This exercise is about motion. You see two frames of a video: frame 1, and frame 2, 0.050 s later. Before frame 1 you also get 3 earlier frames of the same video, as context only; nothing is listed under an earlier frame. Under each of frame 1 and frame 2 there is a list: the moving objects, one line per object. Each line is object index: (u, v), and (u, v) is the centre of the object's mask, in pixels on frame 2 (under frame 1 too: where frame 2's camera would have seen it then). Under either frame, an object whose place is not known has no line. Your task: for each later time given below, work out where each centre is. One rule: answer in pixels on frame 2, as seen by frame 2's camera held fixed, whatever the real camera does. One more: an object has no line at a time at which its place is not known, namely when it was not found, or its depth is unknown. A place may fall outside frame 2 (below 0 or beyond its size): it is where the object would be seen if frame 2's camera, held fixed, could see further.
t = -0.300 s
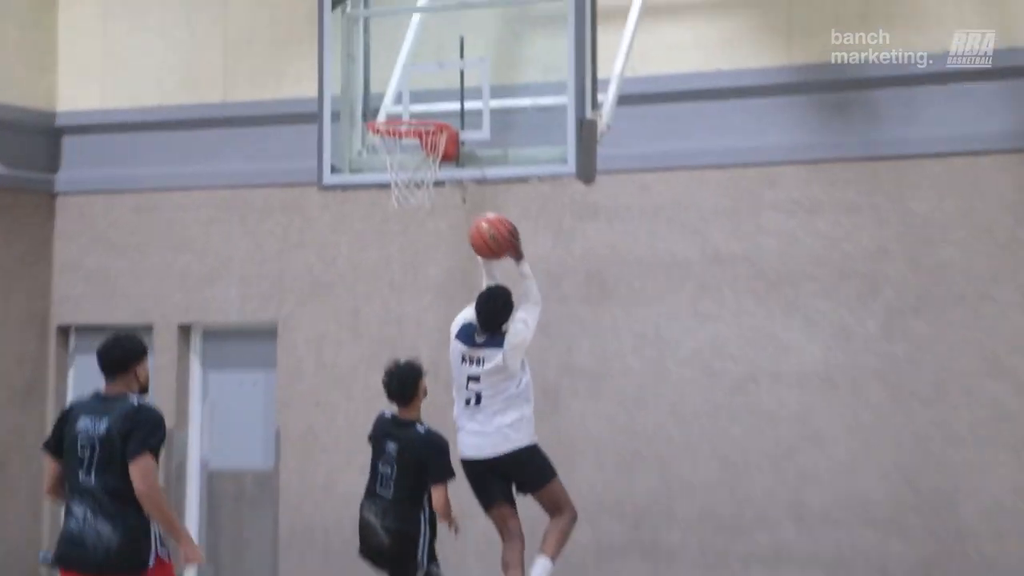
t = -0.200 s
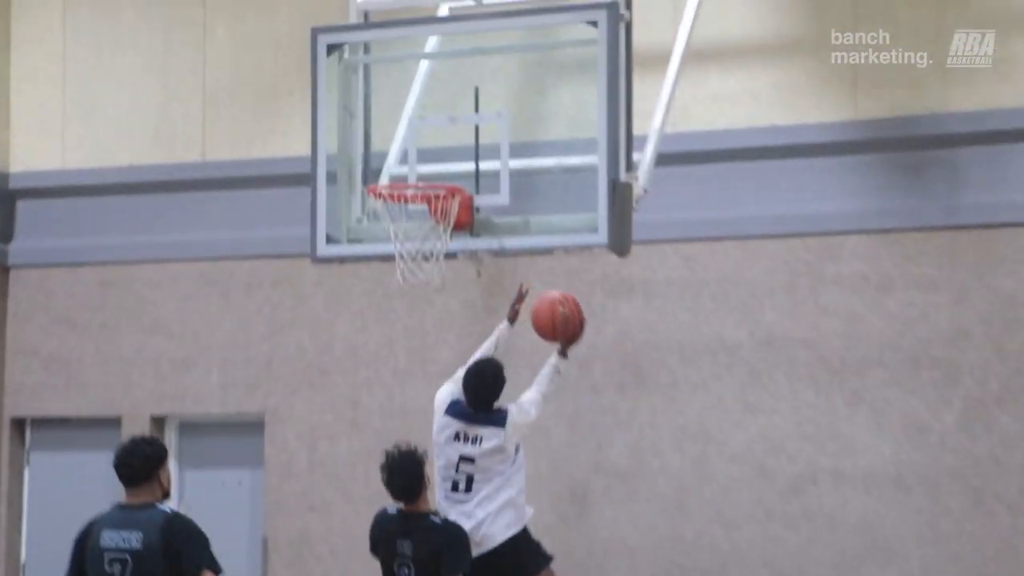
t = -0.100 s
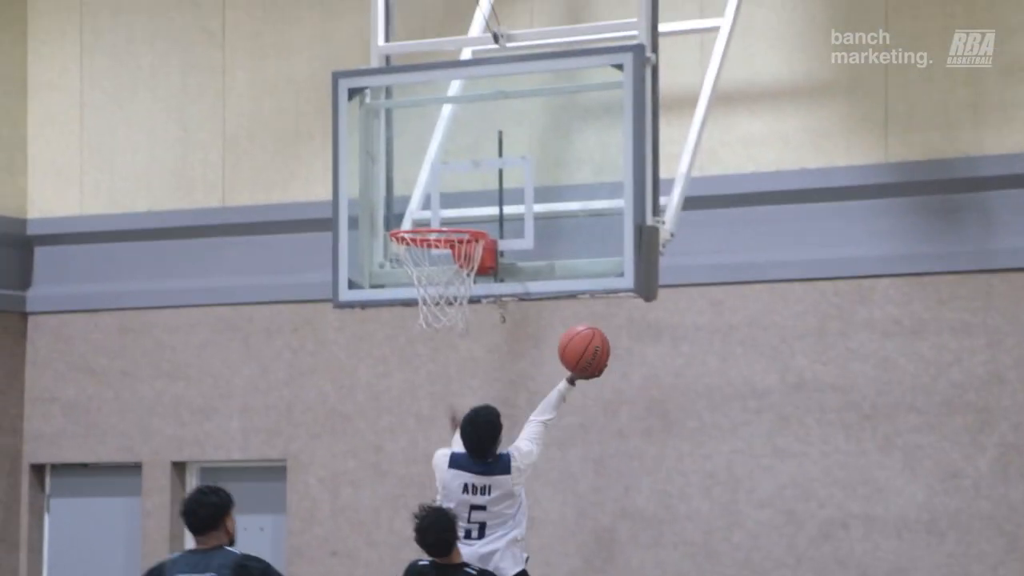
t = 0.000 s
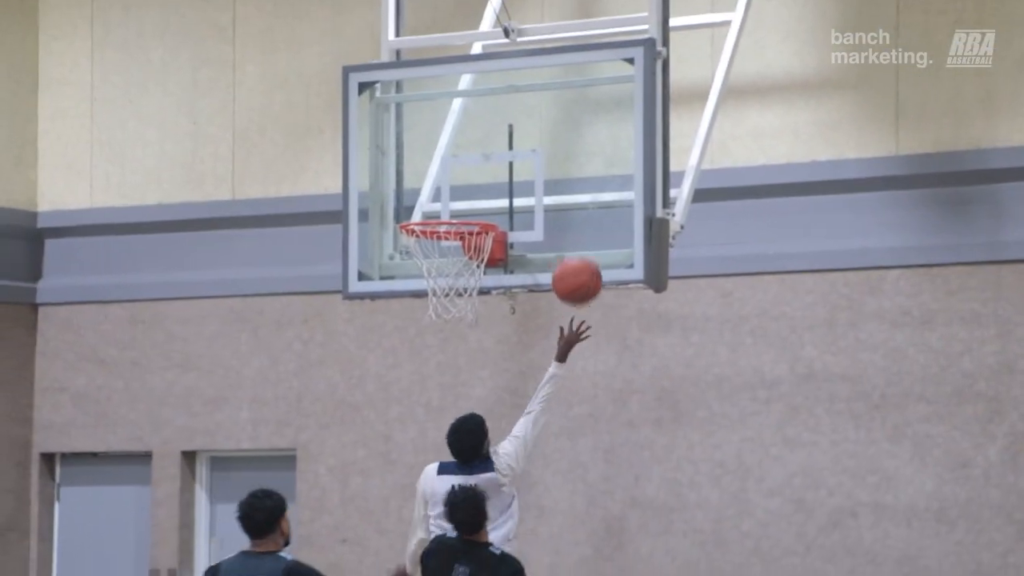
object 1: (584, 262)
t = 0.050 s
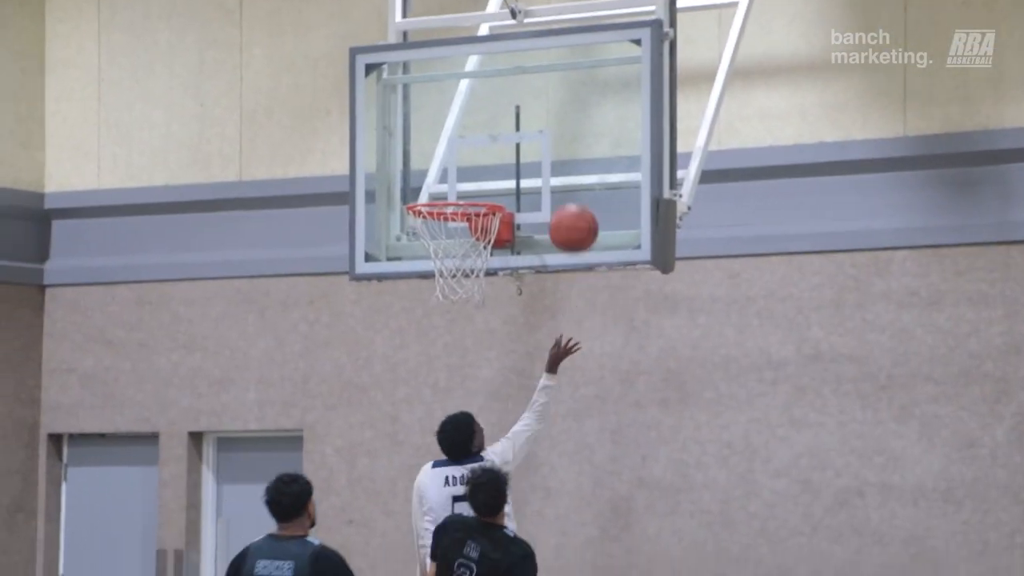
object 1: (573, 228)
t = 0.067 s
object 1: (569, 219)
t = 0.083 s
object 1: (566, 210)
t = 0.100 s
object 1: (563, 201)
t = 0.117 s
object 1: (560, 193)
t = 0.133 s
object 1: (557, 186)
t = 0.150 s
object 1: (554, 180)
